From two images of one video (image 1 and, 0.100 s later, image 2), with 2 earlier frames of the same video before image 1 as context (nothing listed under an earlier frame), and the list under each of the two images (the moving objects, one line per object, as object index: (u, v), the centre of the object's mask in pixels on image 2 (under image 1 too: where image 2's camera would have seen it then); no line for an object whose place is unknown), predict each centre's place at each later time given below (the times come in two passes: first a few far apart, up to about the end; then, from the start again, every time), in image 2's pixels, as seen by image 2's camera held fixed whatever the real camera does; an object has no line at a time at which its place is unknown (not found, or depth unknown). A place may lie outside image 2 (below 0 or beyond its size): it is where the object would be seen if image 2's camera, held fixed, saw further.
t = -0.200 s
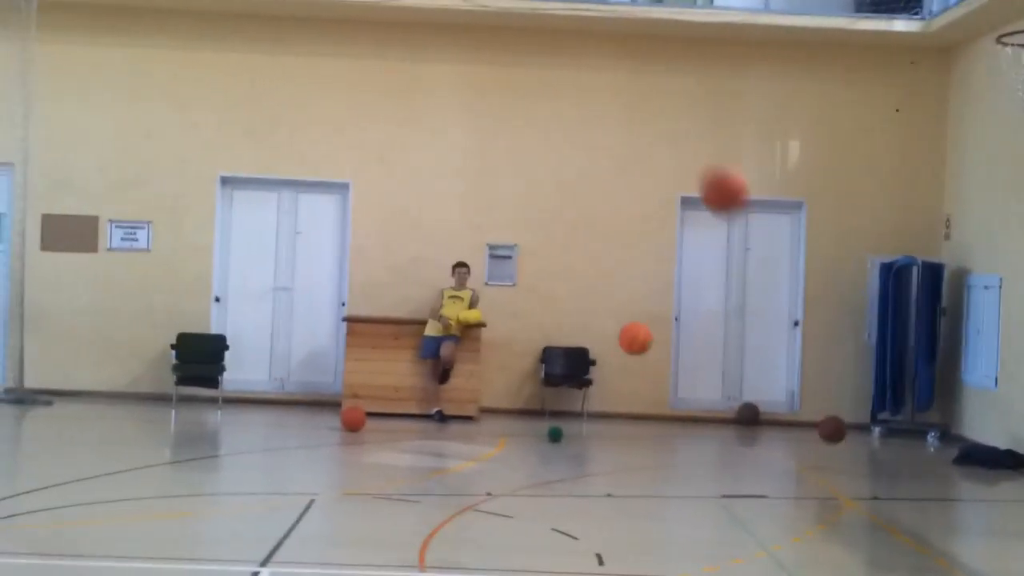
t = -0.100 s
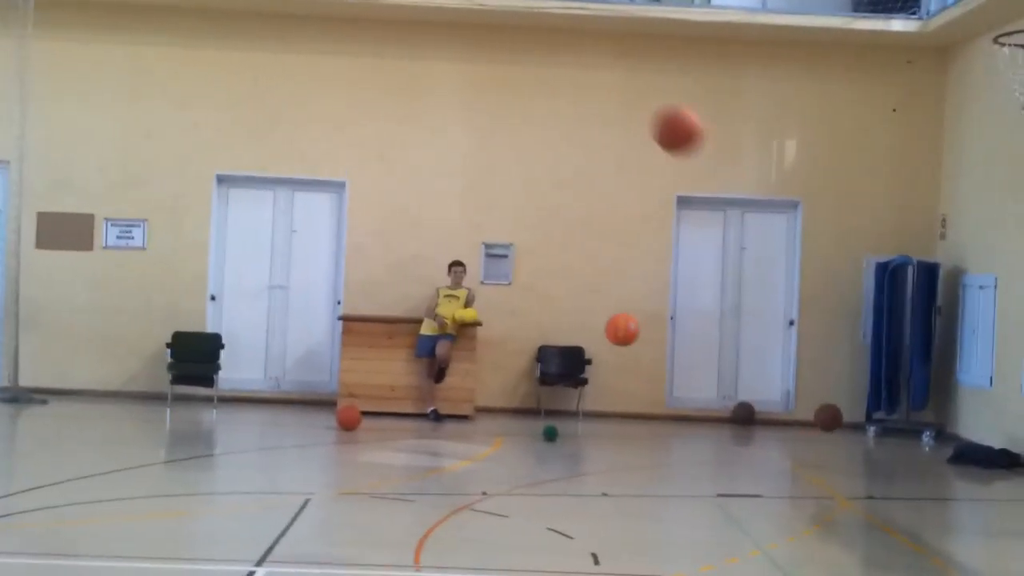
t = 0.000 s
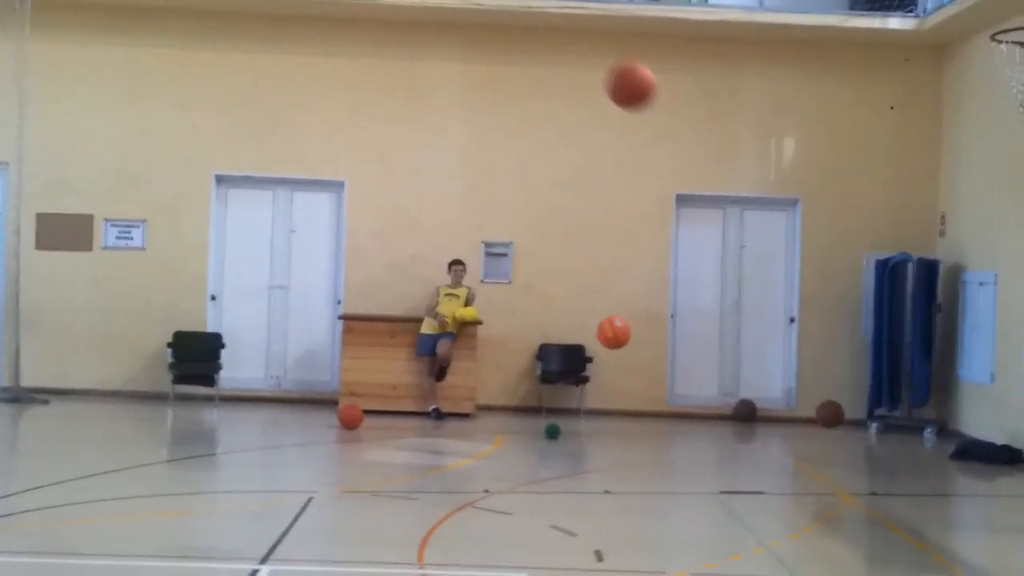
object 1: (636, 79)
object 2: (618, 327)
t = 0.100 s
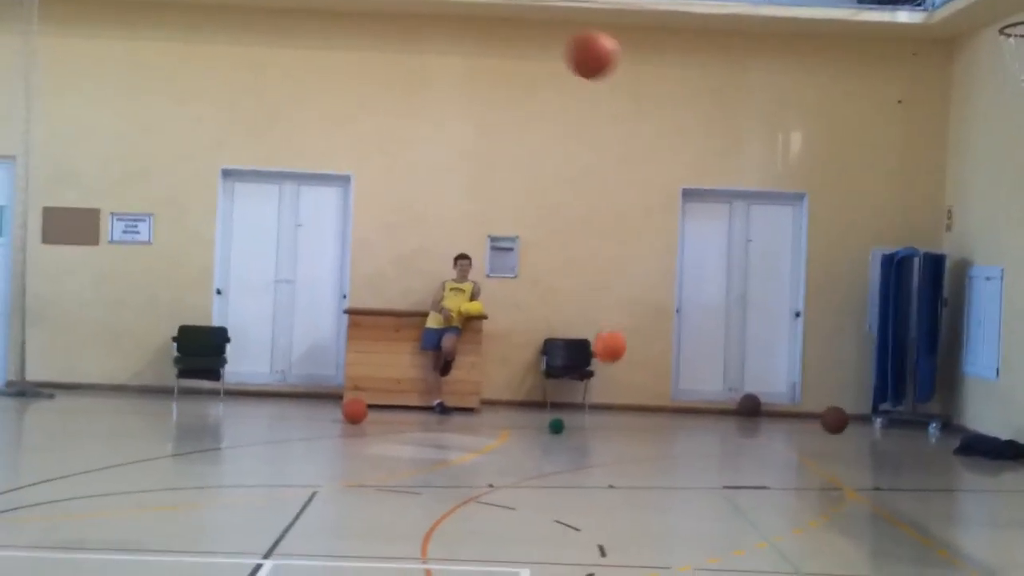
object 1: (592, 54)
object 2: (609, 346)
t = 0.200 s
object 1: (550, 50)
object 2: (598, 378)
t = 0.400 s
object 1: (442, 96)
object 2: (578, 457)
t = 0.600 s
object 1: (338, 227)
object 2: (565, 386)
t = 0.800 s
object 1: (226, 448)
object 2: (549, 367)
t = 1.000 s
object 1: (130, 439)
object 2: (533, 398)
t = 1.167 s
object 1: (64, 326)
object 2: (533, 453)
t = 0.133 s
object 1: (574, 50)
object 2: (606, 355)
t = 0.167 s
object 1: (558, 49)
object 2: (603, 365)
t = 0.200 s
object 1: (550, 50)
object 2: (598, 378)
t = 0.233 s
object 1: (533, 52)
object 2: (595, 391)
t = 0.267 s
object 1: (510, 55)
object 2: (592, 406)
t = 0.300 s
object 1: (492, 61)
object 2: (589, 423)
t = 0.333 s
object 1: (480, 72)
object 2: (584, 441)
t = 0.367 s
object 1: (463, 84)
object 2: (580, 460)
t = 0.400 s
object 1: (442, 96)
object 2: (578, 457)
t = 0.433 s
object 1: (422, 111)
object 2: (578, 442)
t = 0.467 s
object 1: (408, 131)
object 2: (574, 426)
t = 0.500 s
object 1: (393, 151)
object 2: (571, 414)
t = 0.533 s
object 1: (376, 171)
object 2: (569, 404)
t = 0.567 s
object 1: (356, 199)
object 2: (567, 395)
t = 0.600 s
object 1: (338, 227)
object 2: (565, 386)
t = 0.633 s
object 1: (321, 256)
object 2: (562, 379)
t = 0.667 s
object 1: (301, 291)
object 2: (560, 374)
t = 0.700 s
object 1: (283, 324)
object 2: (557, 370)
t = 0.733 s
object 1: (265, 362)
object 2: (555, 367)
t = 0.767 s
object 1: (246, 404)
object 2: (552, 366)
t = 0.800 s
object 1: (226, 448)
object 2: (549, 367)
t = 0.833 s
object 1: (206, 497)
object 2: (548, 368)
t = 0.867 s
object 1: (187, 542)
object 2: (544, 371)
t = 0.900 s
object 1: (171, 529)
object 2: (541, 376)
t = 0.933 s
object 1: (159, 498)
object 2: (539, 382)
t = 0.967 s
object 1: (144, 467)
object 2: (536, 390)
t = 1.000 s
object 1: (130, 439)
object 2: (533, 398)
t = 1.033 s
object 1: (116, 414)
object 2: (529, 410)
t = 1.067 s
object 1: (102, 390)
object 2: (527, 422)
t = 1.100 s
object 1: (85, 367)
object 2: (524, 435)
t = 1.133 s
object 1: (72, 345)
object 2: (521, 447)
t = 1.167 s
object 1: (64, 326)
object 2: (533, 453)
